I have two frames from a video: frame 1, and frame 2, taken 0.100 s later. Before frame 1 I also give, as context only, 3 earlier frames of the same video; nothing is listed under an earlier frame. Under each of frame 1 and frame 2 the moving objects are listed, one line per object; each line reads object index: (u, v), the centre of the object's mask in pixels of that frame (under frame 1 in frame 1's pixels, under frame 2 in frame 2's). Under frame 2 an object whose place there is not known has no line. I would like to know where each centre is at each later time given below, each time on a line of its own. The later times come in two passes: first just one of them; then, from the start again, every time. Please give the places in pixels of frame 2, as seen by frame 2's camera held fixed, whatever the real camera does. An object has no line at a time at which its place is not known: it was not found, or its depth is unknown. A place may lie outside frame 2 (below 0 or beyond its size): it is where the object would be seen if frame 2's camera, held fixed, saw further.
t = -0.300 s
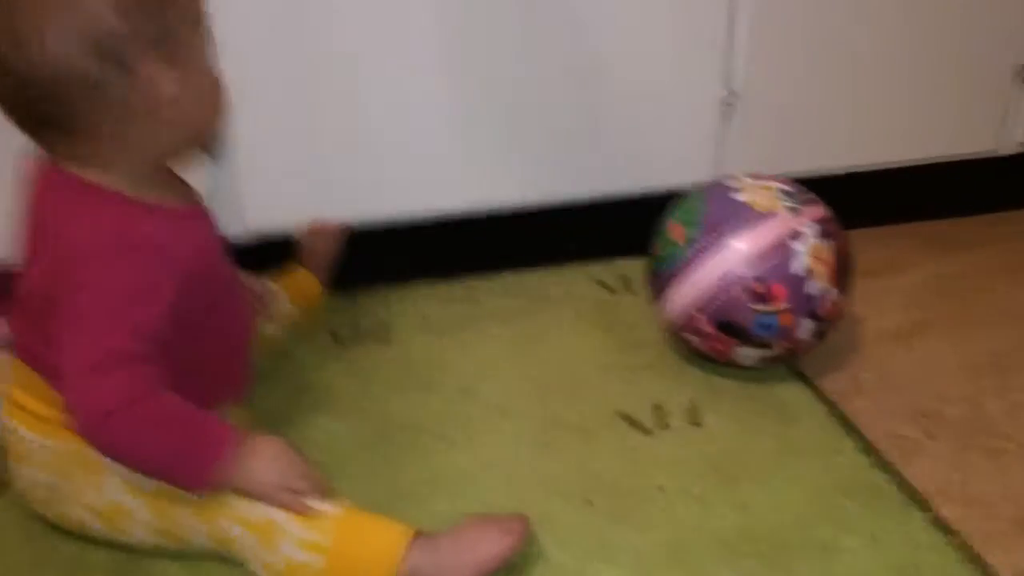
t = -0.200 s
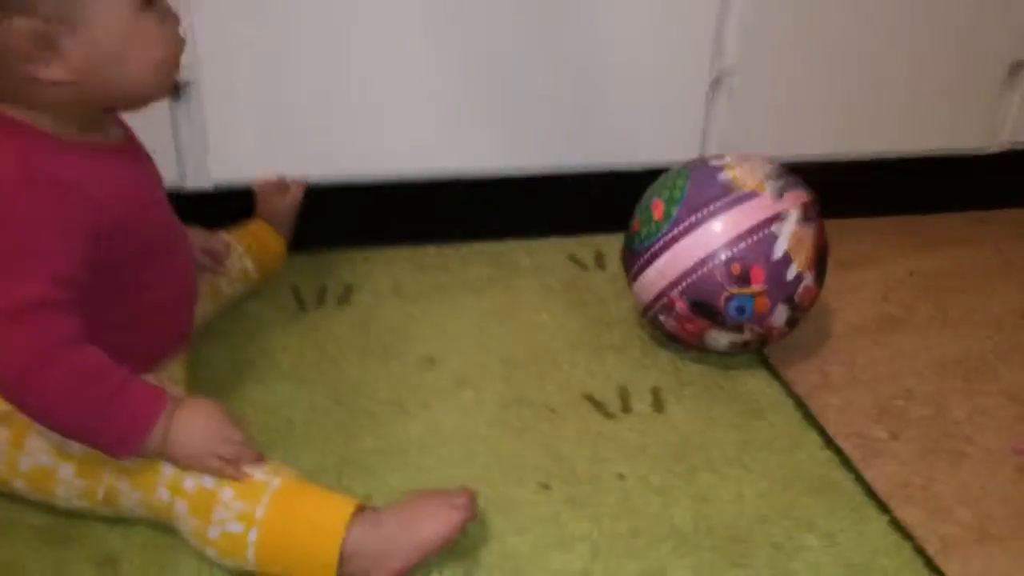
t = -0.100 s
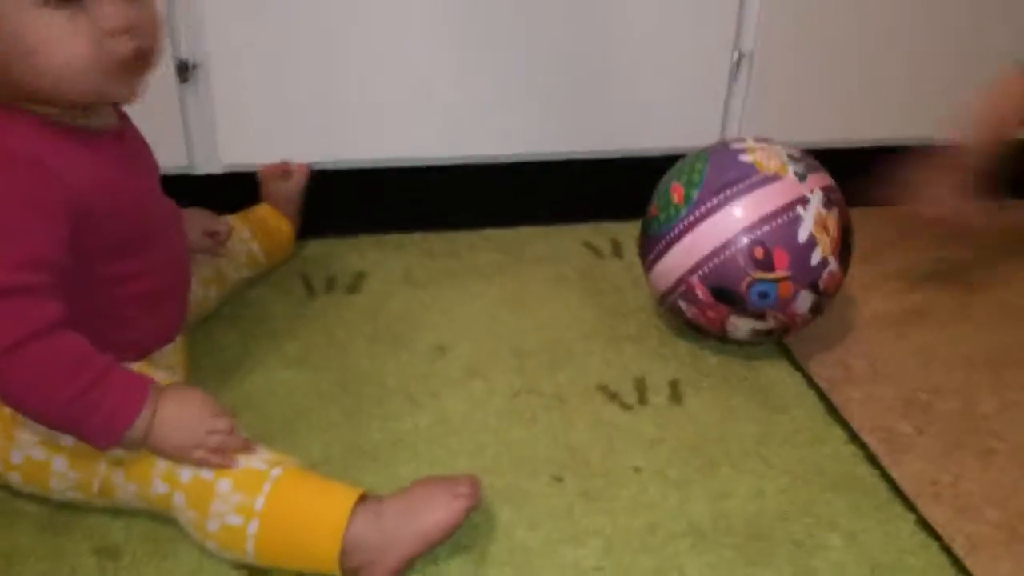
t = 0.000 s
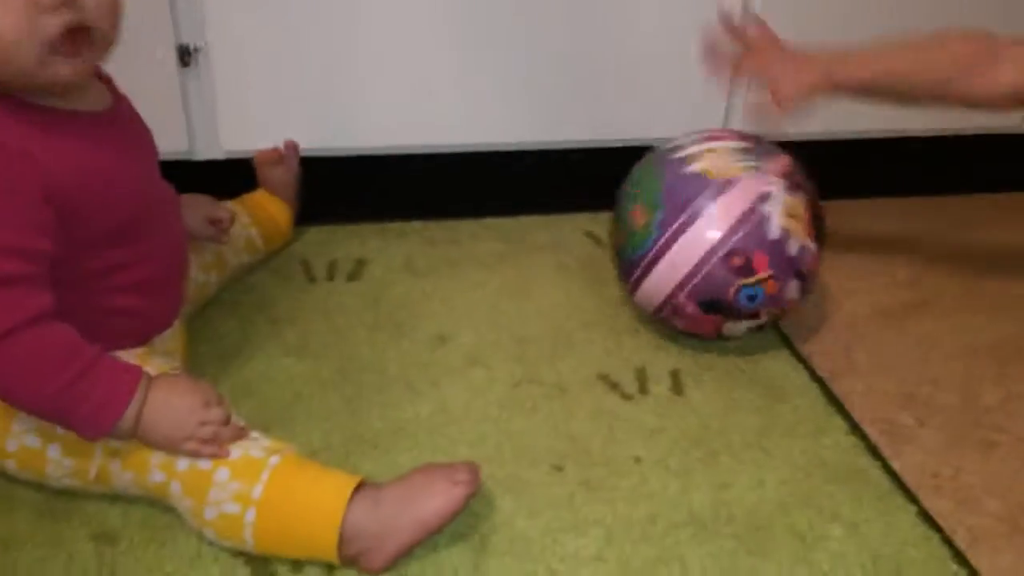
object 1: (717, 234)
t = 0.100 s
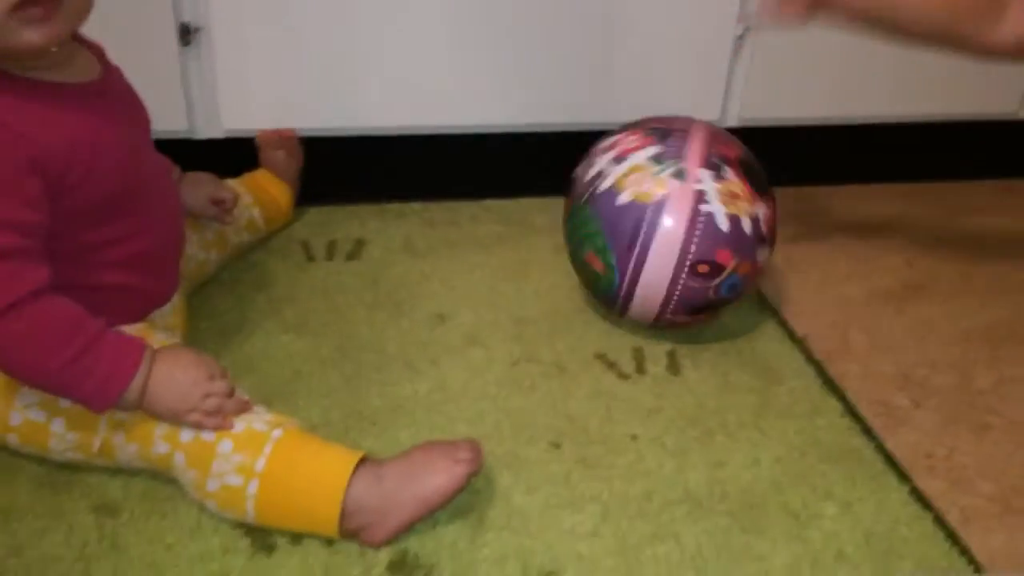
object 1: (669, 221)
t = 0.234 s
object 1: (615, 228)
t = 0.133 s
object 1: (656, 223)
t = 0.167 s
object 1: (643, 225)
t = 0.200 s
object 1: (629, 227)
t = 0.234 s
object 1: (615, 228)
